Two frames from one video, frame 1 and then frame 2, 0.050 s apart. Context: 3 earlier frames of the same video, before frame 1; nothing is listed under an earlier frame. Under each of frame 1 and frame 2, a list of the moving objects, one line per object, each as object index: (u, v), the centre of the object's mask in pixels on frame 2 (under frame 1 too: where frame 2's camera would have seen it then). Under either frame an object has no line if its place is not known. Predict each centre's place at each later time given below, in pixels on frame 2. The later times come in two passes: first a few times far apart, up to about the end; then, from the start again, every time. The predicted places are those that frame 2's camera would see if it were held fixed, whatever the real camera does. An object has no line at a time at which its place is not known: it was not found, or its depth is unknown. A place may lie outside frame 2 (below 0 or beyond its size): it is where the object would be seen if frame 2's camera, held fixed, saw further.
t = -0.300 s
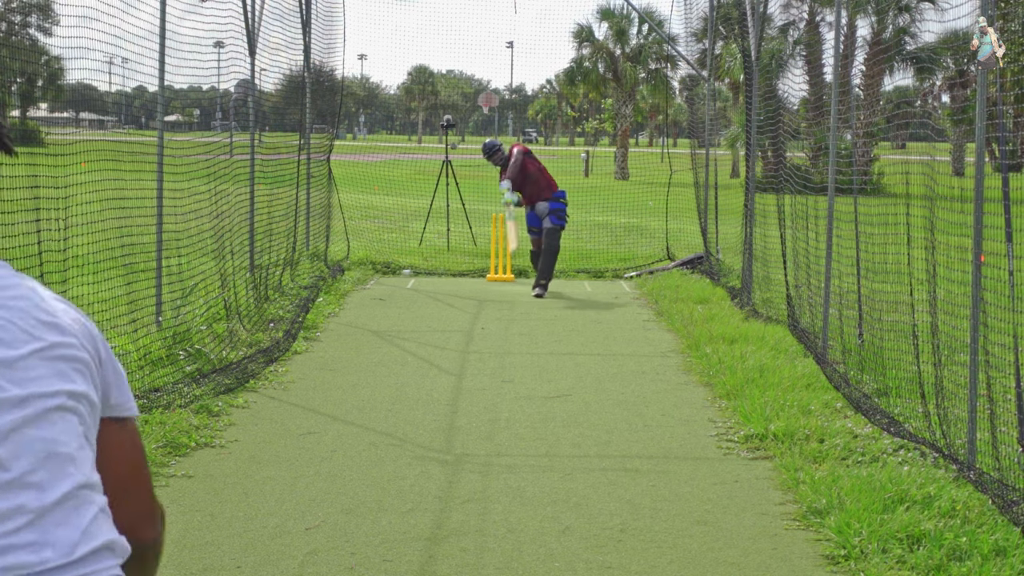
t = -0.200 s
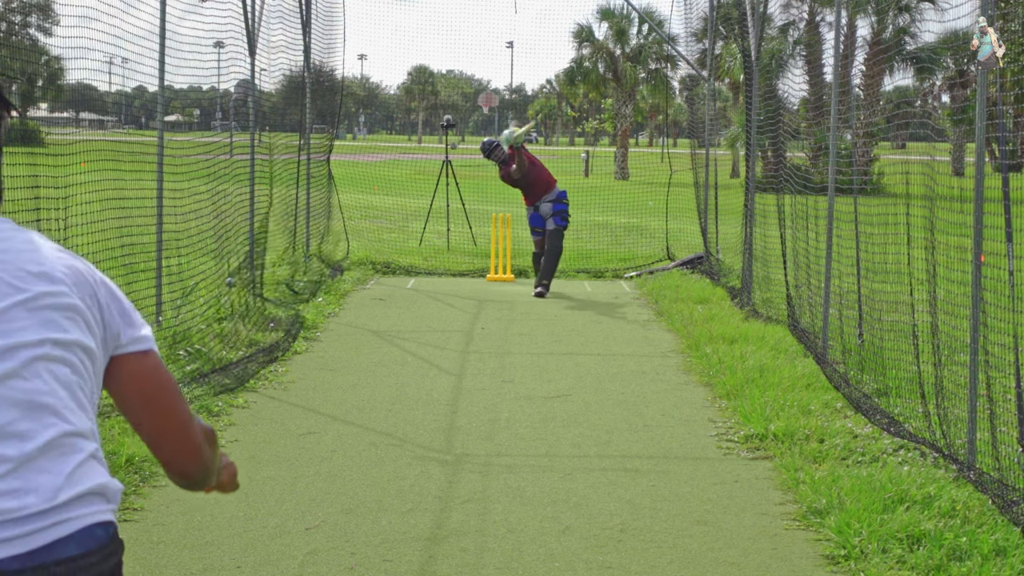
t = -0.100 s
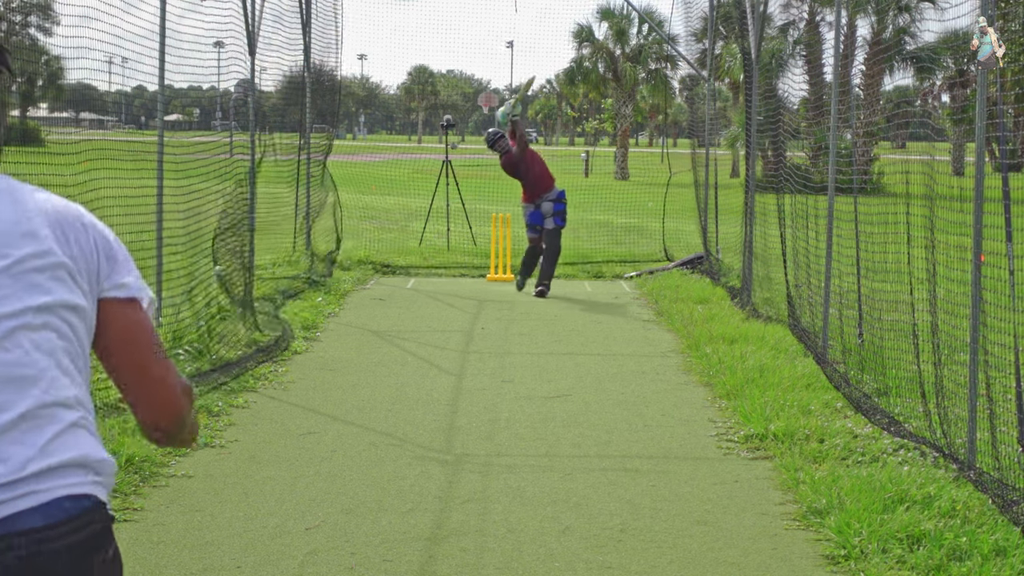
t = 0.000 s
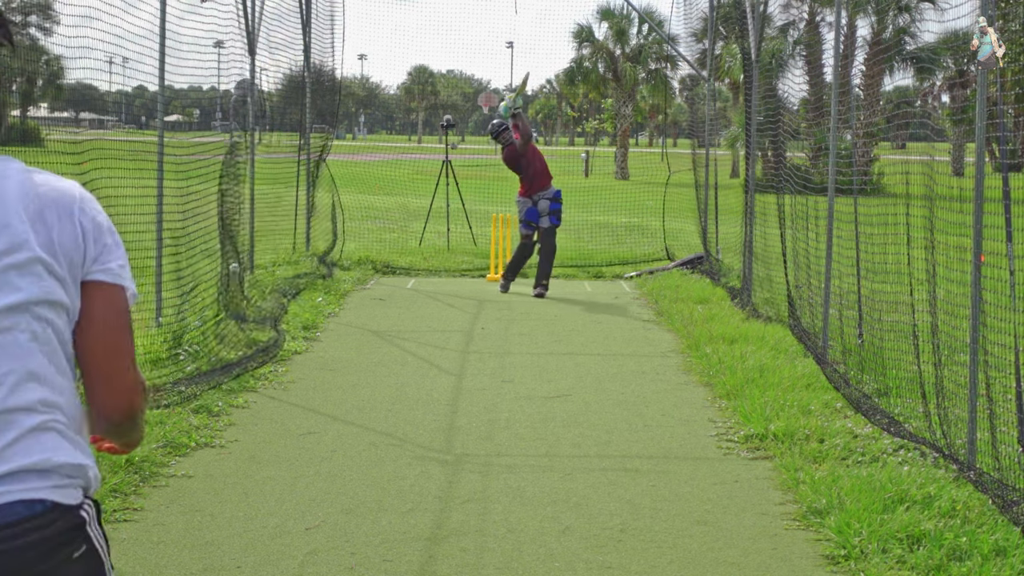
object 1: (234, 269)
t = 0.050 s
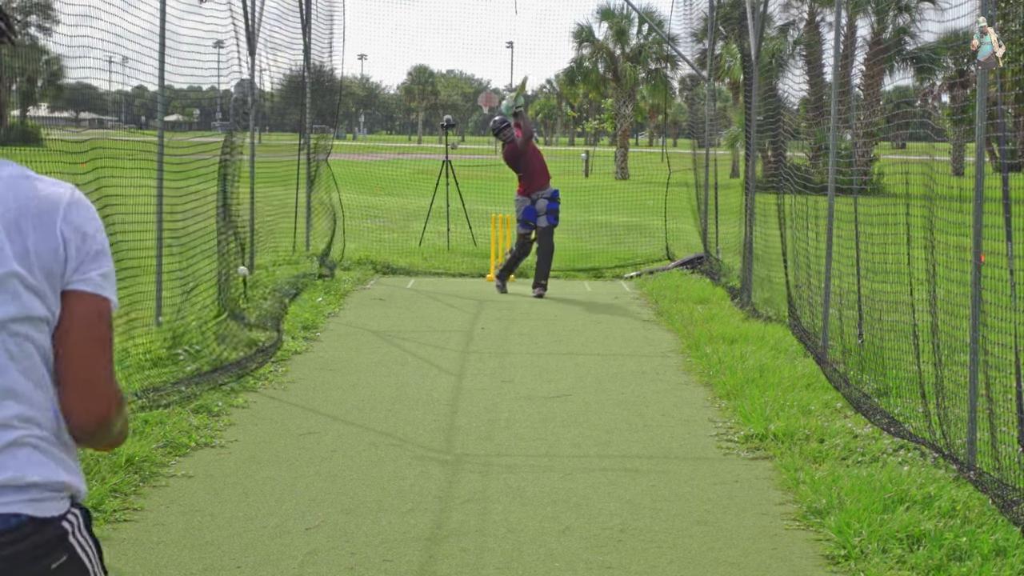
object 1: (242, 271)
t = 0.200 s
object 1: (269, 303)
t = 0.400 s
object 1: (304, 386)
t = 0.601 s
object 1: (330, 377)
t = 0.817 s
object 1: (362, 438)
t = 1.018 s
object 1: (391, 457)
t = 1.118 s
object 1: (407, 483)
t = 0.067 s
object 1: (245, 273)
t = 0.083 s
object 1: (248, 275)
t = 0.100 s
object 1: (251, 277)
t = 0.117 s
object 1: (253, 281)
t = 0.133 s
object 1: (256, 284)
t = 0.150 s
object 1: (259, 288)
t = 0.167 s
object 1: (262, 293)
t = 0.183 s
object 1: (265, 298)
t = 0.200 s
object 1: (269, 303)
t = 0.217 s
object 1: (272, 309)
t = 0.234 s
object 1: (275, 317)
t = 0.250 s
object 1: (277, 324)
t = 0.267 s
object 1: (281, 331)
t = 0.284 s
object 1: (283, 340)
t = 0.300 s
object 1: (287, 348)
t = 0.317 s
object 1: (289, 357)
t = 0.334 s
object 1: (293, 368)
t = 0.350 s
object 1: (297, 379)
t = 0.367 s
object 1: (300, 391)
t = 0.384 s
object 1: (302, 390)
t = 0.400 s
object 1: (304, 386)
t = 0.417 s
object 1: (306, 383)
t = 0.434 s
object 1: (308, 380)
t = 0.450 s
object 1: (310, 378)
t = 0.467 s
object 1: (313, 376)
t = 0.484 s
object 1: (315, 374)
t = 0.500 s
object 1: (317, 373)
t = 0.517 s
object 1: (319, 373)
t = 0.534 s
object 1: (321, 373)
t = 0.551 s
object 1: (324, 373)
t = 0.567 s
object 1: (326, 374)
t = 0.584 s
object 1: (327, 376)
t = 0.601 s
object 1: (330, 377)
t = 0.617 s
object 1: (333, 380)
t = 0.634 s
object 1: (335, 383)
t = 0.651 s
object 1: (338, 387)
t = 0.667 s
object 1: (340, 391)
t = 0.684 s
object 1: (343, 396)
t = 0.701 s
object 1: (345, 402)
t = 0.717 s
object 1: (347, 407)
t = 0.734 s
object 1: (350, 414)
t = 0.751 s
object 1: (352, 422)
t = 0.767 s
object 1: (354, 429)
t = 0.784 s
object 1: (358, 439)
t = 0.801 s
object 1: (359, 440)
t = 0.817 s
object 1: (362, 438)
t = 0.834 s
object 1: (364, 436)
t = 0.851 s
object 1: (367, 435)
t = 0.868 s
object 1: (370, 435)
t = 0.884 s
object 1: (371, 435)
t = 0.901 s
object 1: (374, 436)
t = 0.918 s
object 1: (376, 437)
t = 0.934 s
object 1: (378, 439)
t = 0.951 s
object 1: (381, 441)
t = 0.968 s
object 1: (384, 444)
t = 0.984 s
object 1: (387, 448)
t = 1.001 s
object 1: (389, 452)
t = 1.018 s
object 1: (391, 457)
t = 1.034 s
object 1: (394, 463)
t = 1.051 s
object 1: (396, 470)
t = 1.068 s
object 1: (399, 477)
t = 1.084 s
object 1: (402, 484)
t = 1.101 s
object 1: (404, 483)
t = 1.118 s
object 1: (407, 483)
